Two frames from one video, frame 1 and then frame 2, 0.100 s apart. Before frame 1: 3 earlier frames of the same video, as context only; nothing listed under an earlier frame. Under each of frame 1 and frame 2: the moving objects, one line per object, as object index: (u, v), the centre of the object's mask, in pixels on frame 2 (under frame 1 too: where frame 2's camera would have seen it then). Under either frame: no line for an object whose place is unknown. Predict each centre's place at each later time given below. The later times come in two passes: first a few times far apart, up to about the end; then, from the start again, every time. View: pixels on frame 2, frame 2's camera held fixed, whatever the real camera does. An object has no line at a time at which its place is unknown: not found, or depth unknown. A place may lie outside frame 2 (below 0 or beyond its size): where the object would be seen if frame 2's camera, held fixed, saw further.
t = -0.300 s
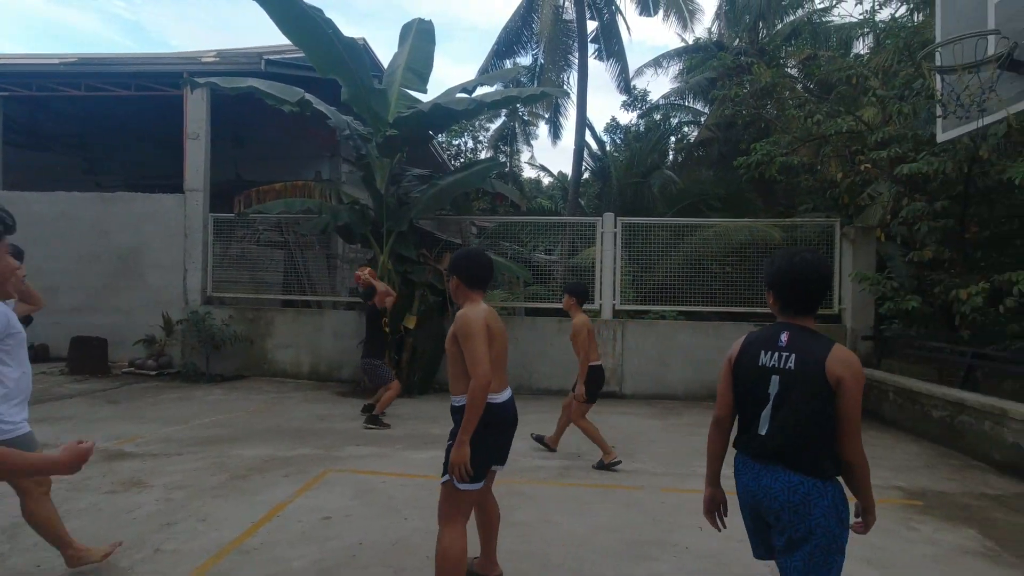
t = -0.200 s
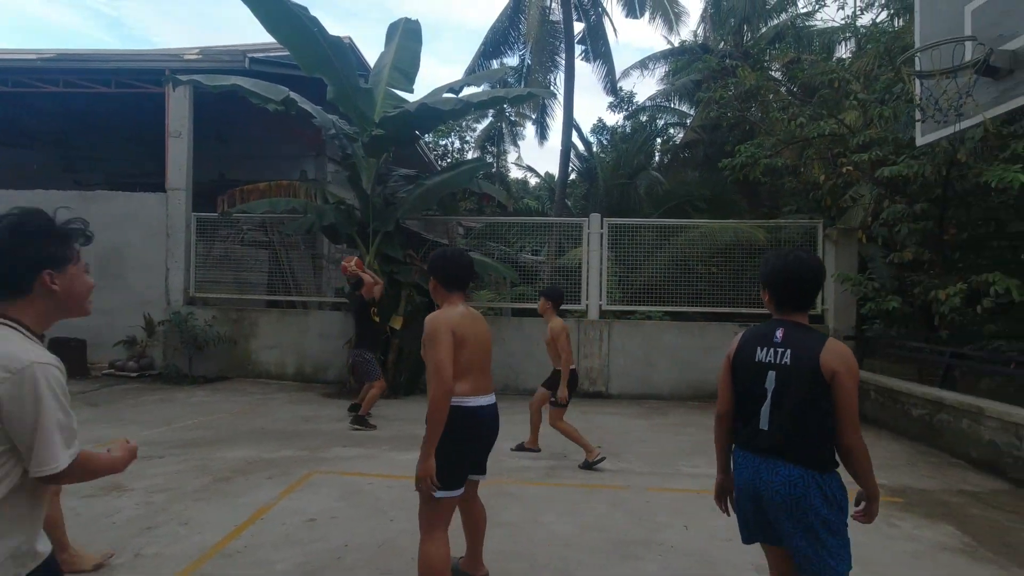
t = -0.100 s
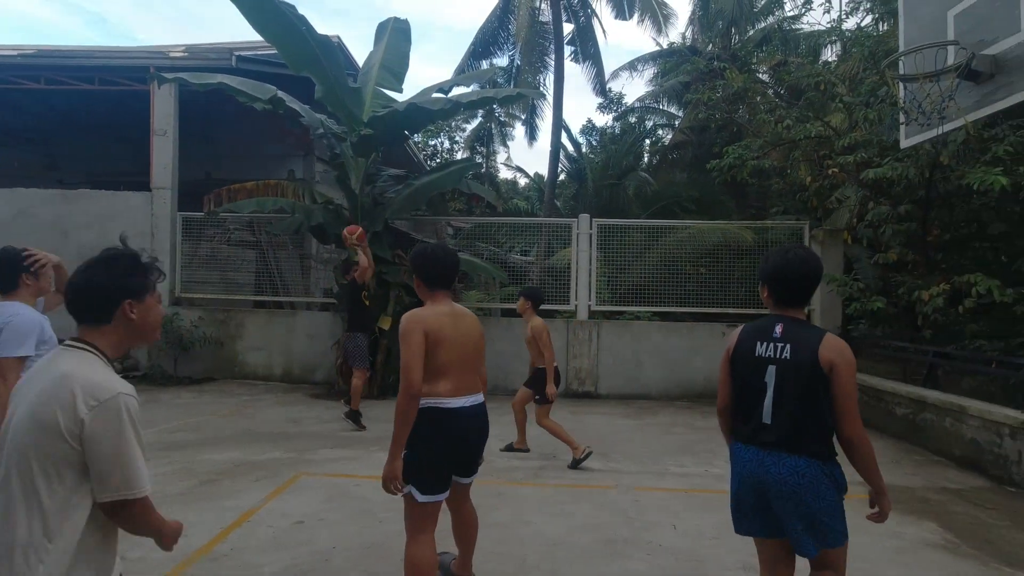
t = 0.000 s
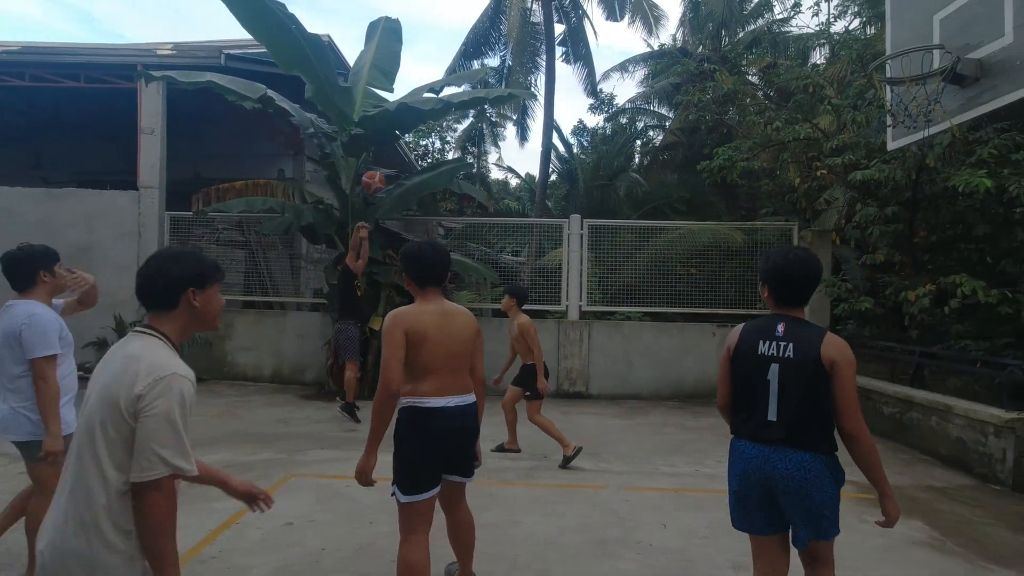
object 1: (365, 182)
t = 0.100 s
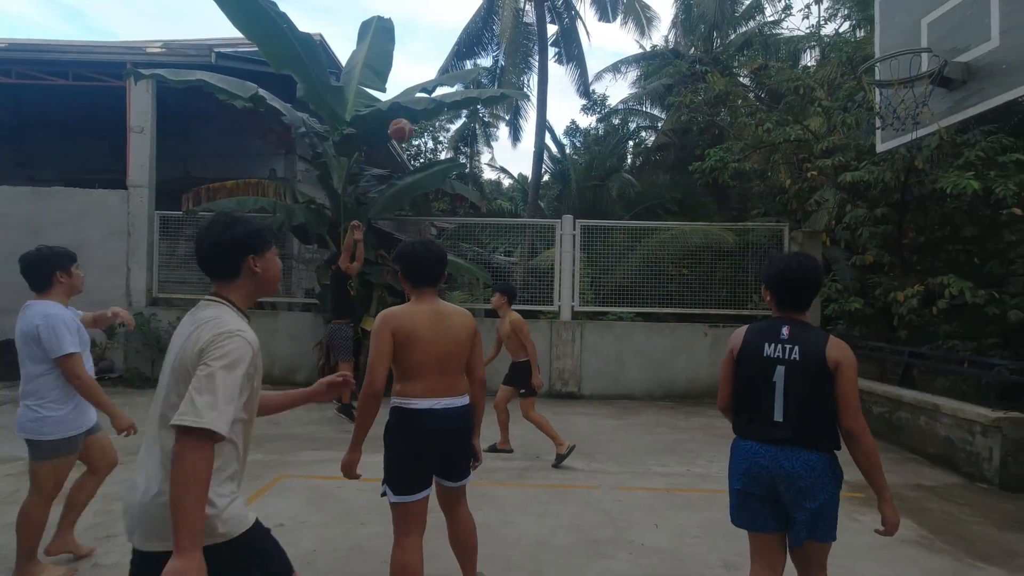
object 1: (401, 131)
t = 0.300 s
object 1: (479, 48)
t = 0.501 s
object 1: (572, 5)
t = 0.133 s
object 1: (413, 115)
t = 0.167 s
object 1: (426, 100)
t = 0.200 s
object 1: (438, 86)
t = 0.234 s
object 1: (452, 73)
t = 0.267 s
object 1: (466, 60)
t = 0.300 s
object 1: (479, 48)
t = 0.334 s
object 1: (495, 38)
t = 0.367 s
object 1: (509, 27)
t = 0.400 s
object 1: (525, 19)
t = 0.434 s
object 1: (540, 11)
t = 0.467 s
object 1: (555, 7)
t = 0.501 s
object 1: (572, 5)
